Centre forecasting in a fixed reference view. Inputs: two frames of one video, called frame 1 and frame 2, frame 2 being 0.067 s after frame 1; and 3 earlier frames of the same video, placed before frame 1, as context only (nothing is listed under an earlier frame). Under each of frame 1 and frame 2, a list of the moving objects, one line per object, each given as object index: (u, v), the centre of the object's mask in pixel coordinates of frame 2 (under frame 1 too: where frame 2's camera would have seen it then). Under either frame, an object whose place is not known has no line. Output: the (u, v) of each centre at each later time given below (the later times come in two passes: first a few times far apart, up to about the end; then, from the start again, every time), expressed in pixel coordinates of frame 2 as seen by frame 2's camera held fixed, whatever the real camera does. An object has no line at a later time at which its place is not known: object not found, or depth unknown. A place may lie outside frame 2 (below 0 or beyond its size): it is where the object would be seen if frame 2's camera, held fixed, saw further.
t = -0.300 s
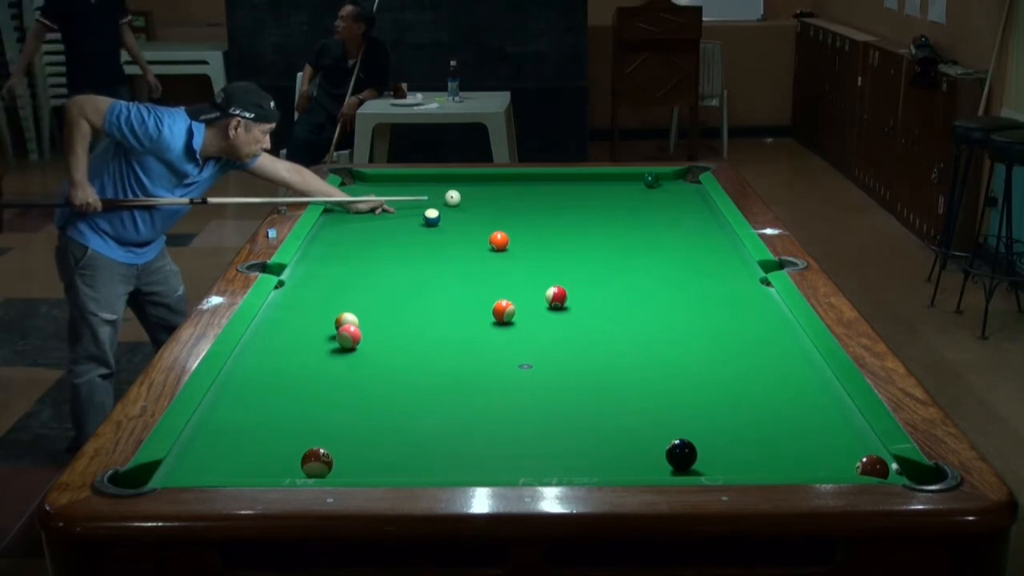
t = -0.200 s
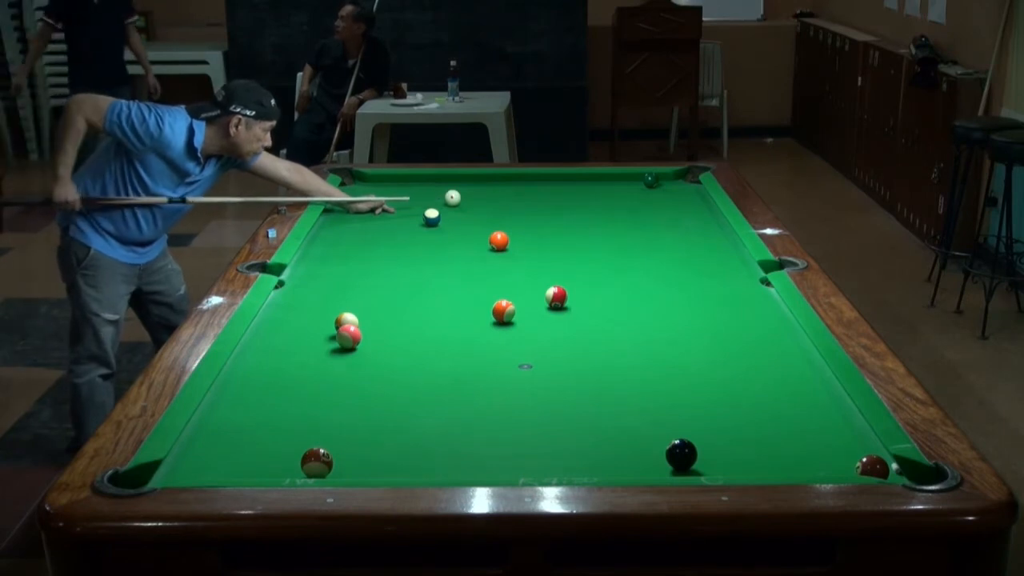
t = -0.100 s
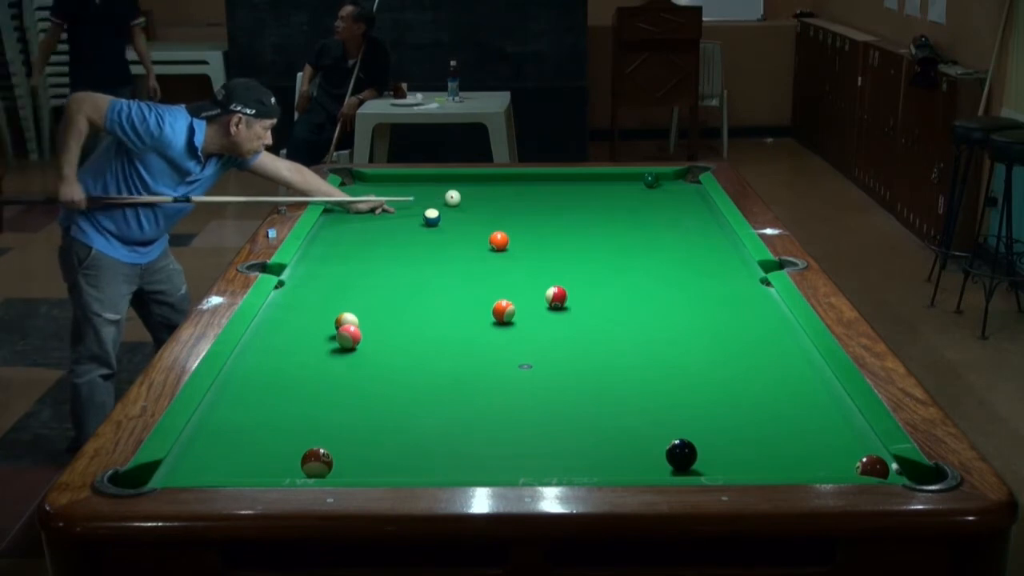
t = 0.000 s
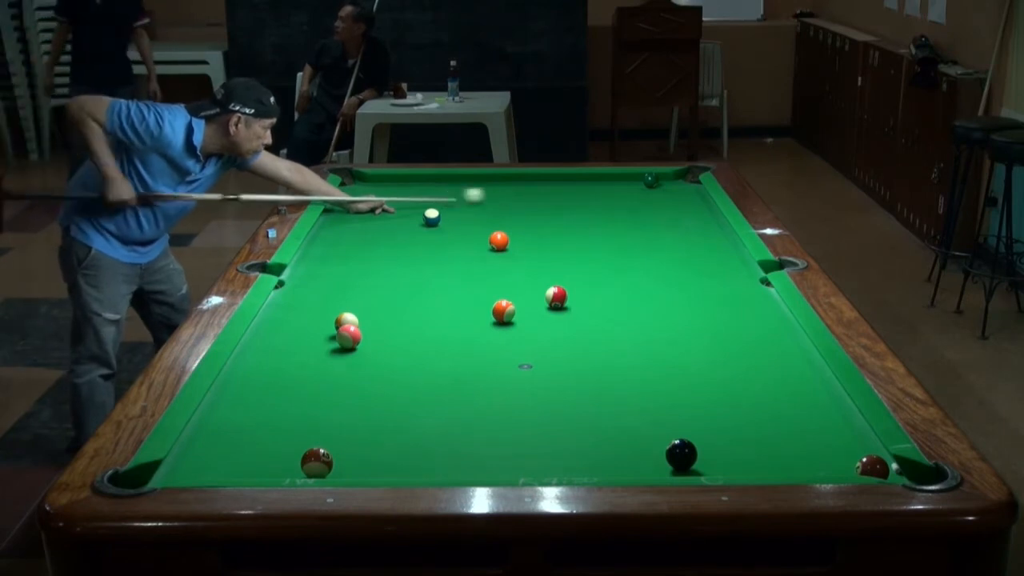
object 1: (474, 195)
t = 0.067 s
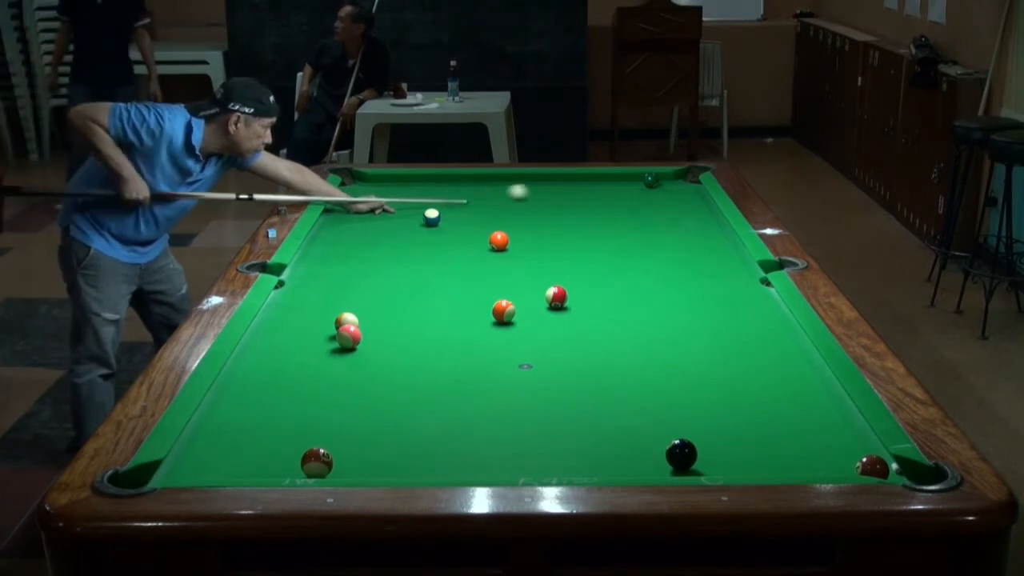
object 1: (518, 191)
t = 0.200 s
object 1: (595, 185)
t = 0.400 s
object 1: (645, 183)
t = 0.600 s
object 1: (668, 183)
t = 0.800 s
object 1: (690, 184)
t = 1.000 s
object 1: (687, 186)
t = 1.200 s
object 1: (679, 188)
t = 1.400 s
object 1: (671, 190)
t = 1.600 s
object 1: (663, 191)
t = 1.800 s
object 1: (656, 193)
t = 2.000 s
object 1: (649, 194)
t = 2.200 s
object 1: (643, 195)
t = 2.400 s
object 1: (637, 196)
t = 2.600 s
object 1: (632, 197)
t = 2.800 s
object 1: (628, 198)
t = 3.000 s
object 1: (624, 199)
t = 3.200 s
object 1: (621, 199)
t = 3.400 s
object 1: (618, 200)
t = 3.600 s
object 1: (616, 200)
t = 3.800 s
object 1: (615, 200)
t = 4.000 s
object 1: (614, 200)
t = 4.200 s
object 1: (614, 200)
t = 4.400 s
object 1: (614, 200)
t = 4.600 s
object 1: (614, 200)
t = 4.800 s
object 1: (614, 200)
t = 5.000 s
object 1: (614, 200)
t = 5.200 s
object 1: (614, 200)
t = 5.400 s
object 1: (614, 200)
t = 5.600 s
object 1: (614, 200)
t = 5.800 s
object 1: (614, 200)
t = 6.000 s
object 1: (614, 200)
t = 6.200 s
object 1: (614, 200)
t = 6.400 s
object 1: (614, 200)
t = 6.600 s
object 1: (614, 200)
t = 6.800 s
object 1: (614, 200)
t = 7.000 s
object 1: (614, 200)
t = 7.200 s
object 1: (614, 200)
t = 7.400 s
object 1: (614, 200)
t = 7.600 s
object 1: (614, 200)
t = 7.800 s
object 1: (614, 200)
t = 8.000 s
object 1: (614, 200)
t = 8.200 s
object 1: (614, 200)
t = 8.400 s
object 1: (614, 200)
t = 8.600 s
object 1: (614, 200)
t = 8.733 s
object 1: (614, 200)
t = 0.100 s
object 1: (539, 190)
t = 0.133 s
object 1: (559, 188)
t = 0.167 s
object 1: (577, 187)
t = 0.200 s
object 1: (595, 185)
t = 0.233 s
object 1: (611, 184)
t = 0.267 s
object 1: (627, 182)
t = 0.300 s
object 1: (638, 182)
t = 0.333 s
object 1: (640, 182)
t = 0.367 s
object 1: (643, 183)
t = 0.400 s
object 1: (645, 183)
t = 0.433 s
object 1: (649, 183)
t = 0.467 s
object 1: (653, 183)
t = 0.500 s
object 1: (657, 183)
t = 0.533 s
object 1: (661, 183)
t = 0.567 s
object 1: (664, 183)
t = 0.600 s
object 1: (668, 183)
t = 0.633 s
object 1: (672, 184)
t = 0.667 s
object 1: (676, 184)
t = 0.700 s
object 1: (680, 184)
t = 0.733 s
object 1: (683, 184)
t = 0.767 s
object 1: (686, 184)
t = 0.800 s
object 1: (690, 184)
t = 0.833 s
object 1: (694, 185)
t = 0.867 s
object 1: (693, 185)
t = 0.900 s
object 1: (691, 185)
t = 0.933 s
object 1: (690, 185)
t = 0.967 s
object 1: (689, 186)
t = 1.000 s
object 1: (687, 186)
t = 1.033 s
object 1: (685, 186)
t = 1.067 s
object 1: (684, 187)
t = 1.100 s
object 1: (683, 187)
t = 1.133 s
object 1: (681, 187)
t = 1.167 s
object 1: (680, 188)
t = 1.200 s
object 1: (679, 188)
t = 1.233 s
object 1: (677, 188)
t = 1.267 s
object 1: (676, 188)
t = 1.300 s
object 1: (675, 189)
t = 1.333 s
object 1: (673, 189)
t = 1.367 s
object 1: (672, 189)
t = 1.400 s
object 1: (671, 190)
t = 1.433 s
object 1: (669, 190)
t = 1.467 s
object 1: (668, 190)
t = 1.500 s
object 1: (667, 191)
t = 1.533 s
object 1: (666, 191)
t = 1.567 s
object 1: (664, 191)
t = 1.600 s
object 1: (663, 191)
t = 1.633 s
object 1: (662, 191)
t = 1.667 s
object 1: (661, 192)
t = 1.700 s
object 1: (660, 192)
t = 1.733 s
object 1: (658, 192)
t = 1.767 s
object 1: (657, 192)
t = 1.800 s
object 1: (656, 193)
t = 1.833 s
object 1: (655, 193)
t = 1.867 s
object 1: (654, 193)
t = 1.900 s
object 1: (652, 194)
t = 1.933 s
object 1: (651, 194)
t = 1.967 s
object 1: (650, 194)
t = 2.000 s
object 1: (649, 194)
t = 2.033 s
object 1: (648, 194)
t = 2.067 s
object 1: (647, 194)
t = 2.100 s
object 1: (646, 195)
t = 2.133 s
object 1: (645, 195)
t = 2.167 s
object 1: (644, 195)
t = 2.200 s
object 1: (643, 195)
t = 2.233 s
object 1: (642, 195)
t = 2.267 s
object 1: (641, 196)
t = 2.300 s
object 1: (640, 196)
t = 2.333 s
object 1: (639, 196)
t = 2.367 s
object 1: (639, 196)
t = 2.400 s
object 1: (637, 196)
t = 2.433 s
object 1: (637, 196)
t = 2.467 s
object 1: (636, 197)
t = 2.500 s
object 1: (635, 197)
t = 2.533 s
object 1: (634, 197)
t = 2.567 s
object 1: (633, 197)
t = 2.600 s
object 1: (632, 197)
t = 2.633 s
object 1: (632, 197)
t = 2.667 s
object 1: (631, 198)
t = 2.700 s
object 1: (630, 198)
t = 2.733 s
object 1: (629, 198)
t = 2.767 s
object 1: (629, 198)
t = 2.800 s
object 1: (628, 198)
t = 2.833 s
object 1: (627, 198)
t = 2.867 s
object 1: (627, 198)
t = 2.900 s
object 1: (626, 198)
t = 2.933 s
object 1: (626, 198)
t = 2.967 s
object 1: (625, 198)
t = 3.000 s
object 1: (624, 199)
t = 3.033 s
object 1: (624, 199)
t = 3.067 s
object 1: (623, 199)
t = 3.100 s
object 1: (623, 199)
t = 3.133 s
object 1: (622, 199)
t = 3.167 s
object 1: (622, 199)
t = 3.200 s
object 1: (621, 199)
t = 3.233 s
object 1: (621, 199)
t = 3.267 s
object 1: (620, 199)
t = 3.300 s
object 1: (619, 199)
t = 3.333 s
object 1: (619, 199)
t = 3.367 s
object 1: (619, 199)
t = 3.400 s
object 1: (618, 200)
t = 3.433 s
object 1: (618, 200)
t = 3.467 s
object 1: (618, 200)
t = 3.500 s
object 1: (617, 200)
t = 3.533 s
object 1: (617, 200)
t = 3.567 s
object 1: (617, 200)
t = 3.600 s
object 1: (616, 200)
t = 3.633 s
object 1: (616, 200)
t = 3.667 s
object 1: (616, 200)
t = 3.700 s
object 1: (616, 200)
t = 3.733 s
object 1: (615, 200)
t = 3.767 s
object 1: (615, 200)
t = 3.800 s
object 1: (615, 200)
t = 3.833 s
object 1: (615, 200)
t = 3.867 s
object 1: (615, 200)
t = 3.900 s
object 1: (615, 200)
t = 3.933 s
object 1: (615, 200)
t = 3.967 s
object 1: (615, 200)
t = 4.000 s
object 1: (614, 200)
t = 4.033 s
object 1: (614, 200)
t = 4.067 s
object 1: (614, 200)
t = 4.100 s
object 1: (614, 200)
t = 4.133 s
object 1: (614, 200)
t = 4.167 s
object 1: (614, 200)
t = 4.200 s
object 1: (614, 200)
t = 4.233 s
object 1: (614, 200)
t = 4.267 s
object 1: (614, 200)
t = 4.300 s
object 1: (614, 200)
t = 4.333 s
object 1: (614, 200)
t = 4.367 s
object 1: (614, 200)
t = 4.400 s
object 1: (614, 200)
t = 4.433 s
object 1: (614, 200)
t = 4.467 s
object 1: (614, 200)
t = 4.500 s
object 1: (614, 200)
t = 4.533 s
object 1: (614, 200)
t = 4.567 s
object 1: (614, 200)
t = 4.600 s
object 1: (614, 200)
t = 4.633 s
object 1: (614, 200)
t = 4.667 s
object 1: (614, 200)
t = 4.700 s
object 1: (614, 200)
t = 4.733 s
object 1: (614, 200)
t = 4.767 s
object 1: (614, 200)
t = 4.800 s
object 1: (614, 200)
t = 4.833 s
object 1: (614, 200)
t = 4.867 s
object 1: (614, 200)
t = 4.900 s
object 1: (614, 200)
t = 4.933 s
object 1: (614, 200)
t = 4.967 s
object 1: (614, 200)
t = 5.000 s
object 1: (614, 200)
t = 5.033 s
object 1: (614, 200)
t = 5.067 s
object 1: (614, 200)
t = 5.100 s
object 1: (614, 200)
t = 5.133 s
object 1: (614, 200)
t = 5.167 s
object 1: (614, 200)
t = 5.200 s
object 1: (614, 200)
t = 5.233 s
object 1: (614, 200)
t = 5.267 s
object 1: (614, 200)
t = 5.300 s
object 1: (614, 200)
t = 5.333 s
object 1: (614, 200)
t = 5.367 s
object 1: (614, 200)
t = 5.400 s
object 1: (614, 200)
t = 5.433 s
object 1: (614, 200)
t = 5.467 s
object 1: (614, 200)
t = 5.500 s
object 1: (614, 200)
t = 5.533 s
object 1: (614, 200)
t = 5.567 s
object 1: (614, 200)
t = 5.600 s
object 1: (614, 200)
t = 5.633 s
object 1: (614, 200)
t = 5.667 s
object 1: (614, 200)
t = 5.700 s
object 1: (614, 200)
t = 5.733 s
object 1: (614, 200)
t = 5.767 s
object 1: (614, 200)
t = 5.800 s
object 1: (614, 200)
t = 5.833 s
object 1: (614, 200)
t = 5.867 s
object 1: (614, 200)
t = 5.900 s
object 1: (614, 200)
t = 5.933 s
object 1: (614, 200)
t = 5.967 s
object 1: (614, 200)
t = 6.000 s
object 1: (614, 200)
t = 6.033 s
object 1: (614, 200)
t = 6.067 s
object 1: (614, 200)
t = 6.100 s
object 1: (614, 200)
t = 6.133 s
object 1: (614, 200)
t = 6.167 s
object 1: (614, 200)
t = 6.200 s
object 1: (614, 200)
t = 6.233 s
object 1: (614, 200)
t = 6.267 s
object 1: (614, 200)
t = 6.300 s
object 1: (614, 200)
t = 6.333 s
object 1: (614, 200)
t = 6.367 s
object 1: (614, 200)
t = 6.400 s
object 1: (614, 200)
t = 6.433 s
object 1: (614, 200)
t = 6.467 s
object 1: (614, 200)
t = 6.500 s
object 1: (614, 200)
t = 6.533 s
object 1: (614, 200)
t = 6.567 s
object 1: (614, 200)
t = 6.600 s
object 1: (614, 200)
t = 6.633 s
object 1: (614, 200)
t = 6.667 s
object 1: (614, 200)
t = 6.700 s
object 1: (614, 200)
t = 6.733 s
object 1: (614, 200)
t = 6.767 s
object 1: (614, 200)
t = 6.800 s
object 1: (614, 200)
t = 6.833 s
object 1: (614, 200)
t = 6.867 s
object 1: (614, 200)
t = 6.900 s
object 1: (614, 200)
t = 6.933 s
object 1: (614, 200)
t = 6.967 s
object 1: (614, 200)
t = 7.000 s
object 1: (614, 200)
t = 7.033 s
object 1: (614, 200)
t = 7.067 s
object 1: (614, 200)
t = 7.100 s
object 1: (614, 200)
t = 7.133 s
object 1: (614, 200)
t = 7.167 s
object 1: (614, 200)
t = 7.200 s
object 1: (614, 200)
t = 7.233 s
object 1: (614, 200)
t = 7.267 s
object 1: (614, 200)
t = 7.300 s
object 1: (614, 200)
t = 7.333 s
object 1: (614, 200)
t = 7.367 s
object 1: (614, 200)
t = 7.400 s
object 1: (614, 200)
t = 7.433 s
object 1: (614, 200)
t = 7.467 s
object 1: (614, 200)
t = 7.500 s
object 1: (614, 200)
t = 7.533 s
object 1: (614, 200)
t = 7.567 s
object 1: (614, 200)
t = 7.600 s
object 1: (614, 200)
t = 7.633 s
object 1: (614, 200)
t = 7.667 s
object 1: (614, 200)
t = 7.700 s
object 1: (614, 200)
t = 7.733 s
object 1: (614, 200)
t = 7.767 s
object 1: (614, 200)
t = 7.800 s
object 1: (614, 200)
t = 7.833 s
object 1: (614, 200)
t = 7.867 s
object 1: (614, 200)
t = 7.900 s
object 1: (614, 200)
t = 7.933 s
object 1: (614, 200)
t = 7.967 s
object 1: (614, 200)
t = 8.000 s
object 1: (614, 200)
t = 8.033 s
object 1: (614, 200)
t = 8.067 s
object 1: (614, 200)
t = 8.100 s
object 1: (614, 200)
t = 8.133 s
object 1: (614, 200)
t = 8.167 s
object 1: (614, 200)
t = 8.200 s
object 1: (614, 200)
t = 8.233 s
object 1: (614, 200)
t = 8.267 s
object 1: (614, 200)
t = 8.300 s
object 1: (614, 200)
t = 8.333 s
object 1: (614, 200)
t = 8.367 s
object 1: (614, 200)
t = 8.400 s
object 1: (614, 200)
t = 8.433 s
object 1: (614, 200)
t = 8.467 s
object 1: (614, 200)
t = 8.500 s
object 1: (614, 200)
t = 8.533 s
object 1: (614, 200)
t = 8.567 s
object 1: (614, 200)
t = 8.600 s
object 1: (614, 200)
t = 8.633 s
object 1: (614, 200)
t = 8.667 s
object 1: (614, 200)
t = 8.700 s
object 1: (614, 200)
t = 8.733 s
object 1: (614, 200)
